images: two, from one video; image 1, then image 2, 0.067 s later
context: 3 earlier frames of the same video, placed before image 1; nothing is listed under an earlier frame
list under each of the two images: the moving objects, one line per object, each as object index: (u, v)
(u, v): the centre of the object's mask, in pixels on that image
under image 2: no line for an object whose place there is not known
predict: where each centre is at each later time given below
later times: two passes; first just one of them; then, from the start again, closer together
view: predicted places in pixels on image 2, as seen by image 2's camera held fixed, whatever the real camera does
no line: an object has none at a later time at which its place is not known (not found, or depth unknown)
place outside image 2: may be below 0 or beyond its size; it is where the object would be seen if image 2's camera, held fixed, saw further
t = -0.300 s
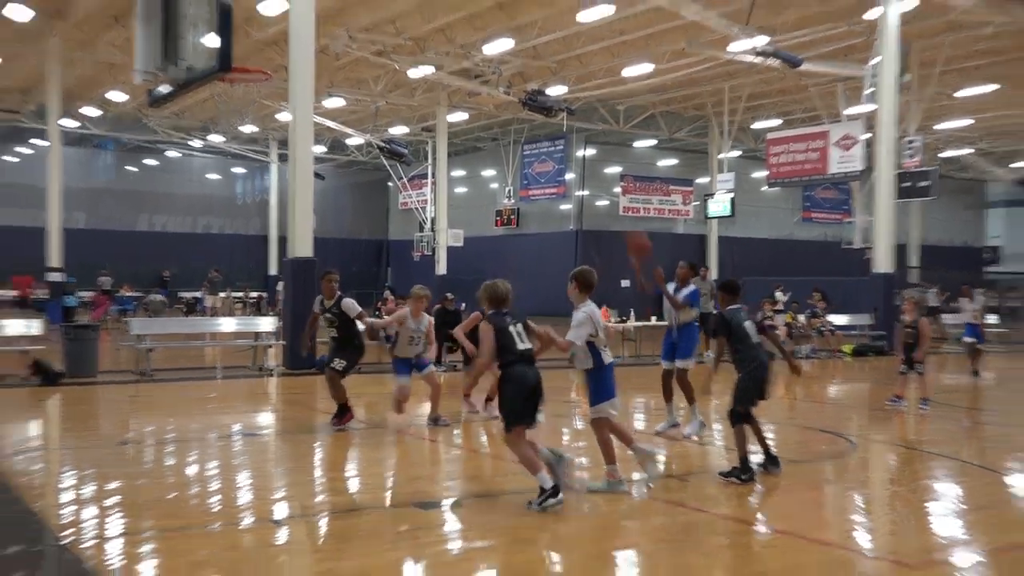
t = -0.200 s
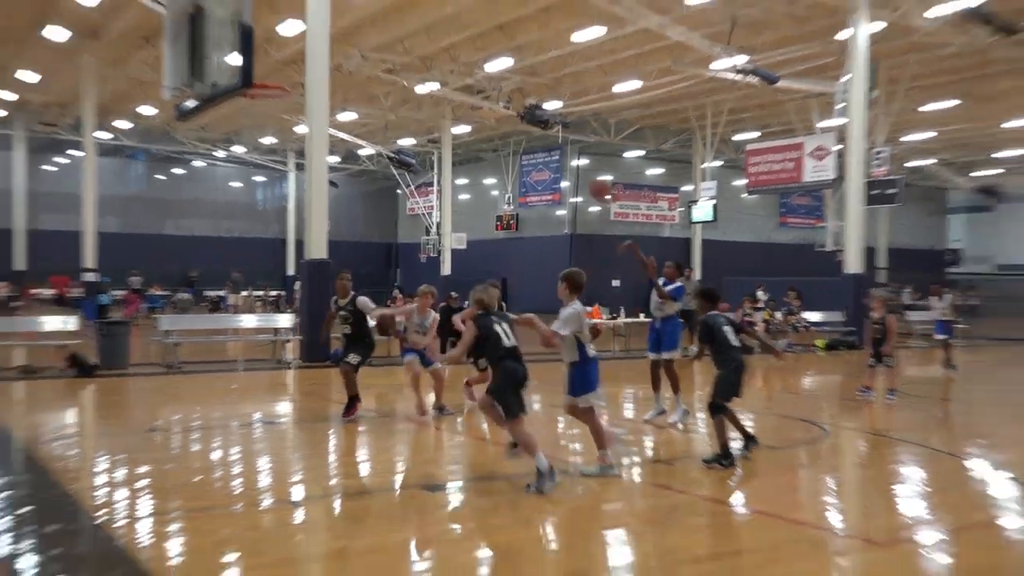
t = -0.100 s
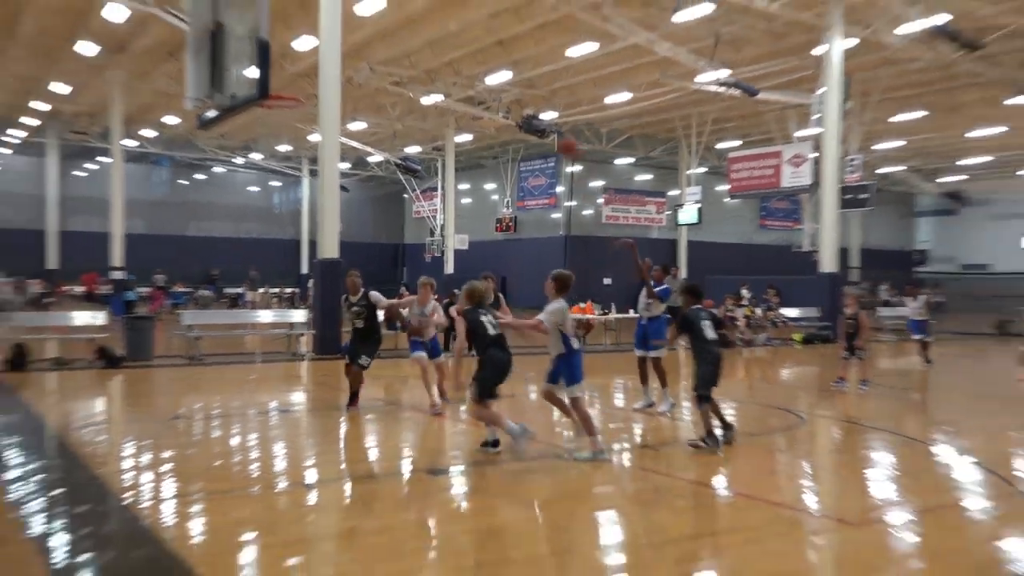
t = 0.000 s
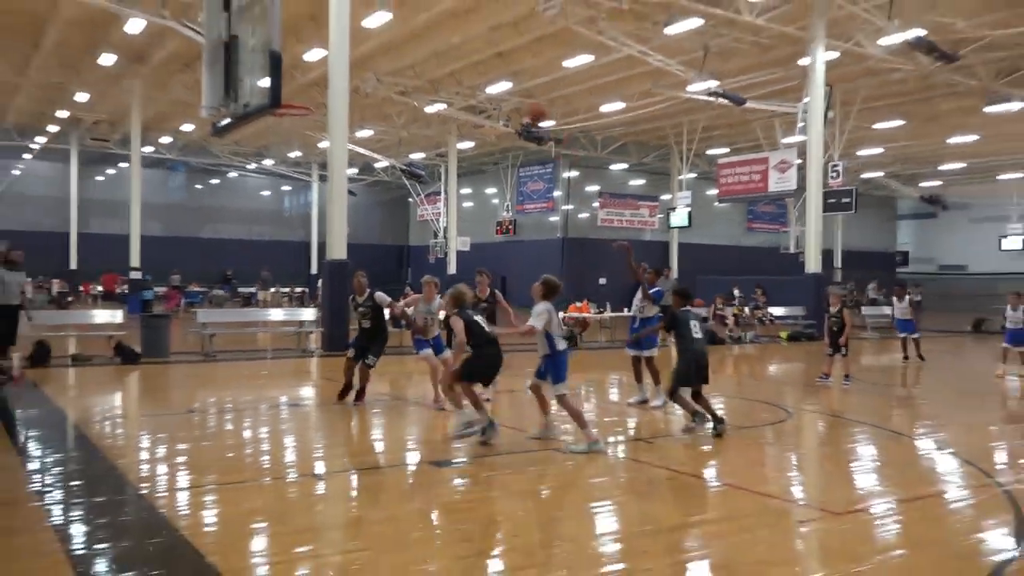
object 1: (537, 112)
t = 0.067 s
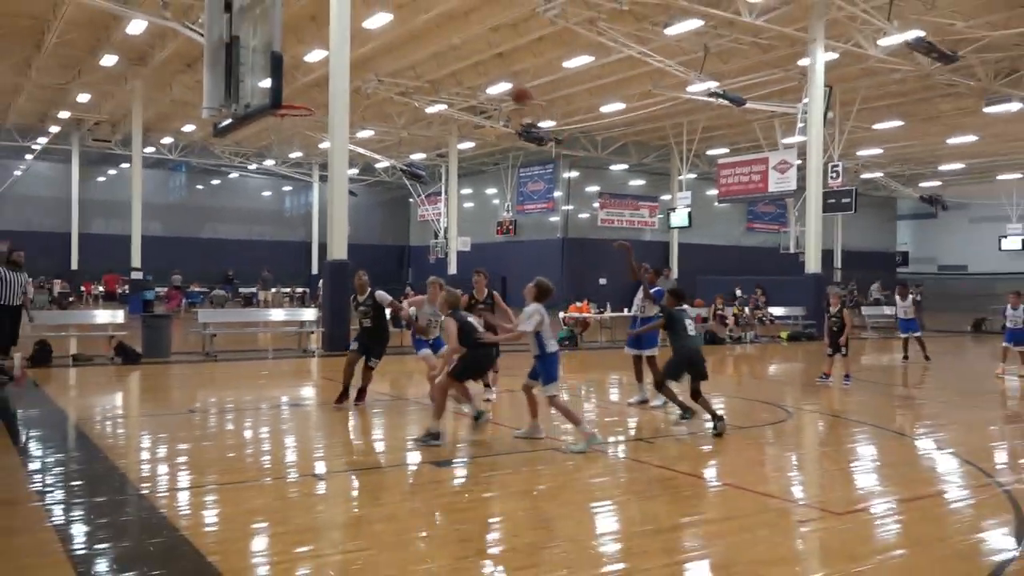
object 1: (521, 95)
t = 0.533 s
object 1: (379, 47)
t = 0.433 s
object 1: (411, 40)
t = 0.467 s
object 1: (400, 42)
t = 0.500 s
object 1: (389, 44)
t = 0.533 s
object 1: (379, 47)
